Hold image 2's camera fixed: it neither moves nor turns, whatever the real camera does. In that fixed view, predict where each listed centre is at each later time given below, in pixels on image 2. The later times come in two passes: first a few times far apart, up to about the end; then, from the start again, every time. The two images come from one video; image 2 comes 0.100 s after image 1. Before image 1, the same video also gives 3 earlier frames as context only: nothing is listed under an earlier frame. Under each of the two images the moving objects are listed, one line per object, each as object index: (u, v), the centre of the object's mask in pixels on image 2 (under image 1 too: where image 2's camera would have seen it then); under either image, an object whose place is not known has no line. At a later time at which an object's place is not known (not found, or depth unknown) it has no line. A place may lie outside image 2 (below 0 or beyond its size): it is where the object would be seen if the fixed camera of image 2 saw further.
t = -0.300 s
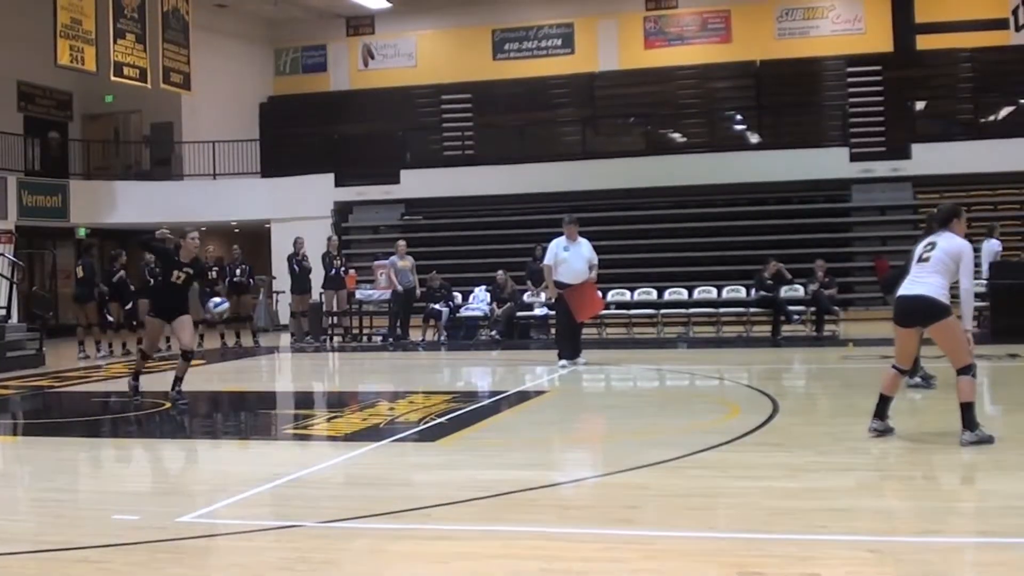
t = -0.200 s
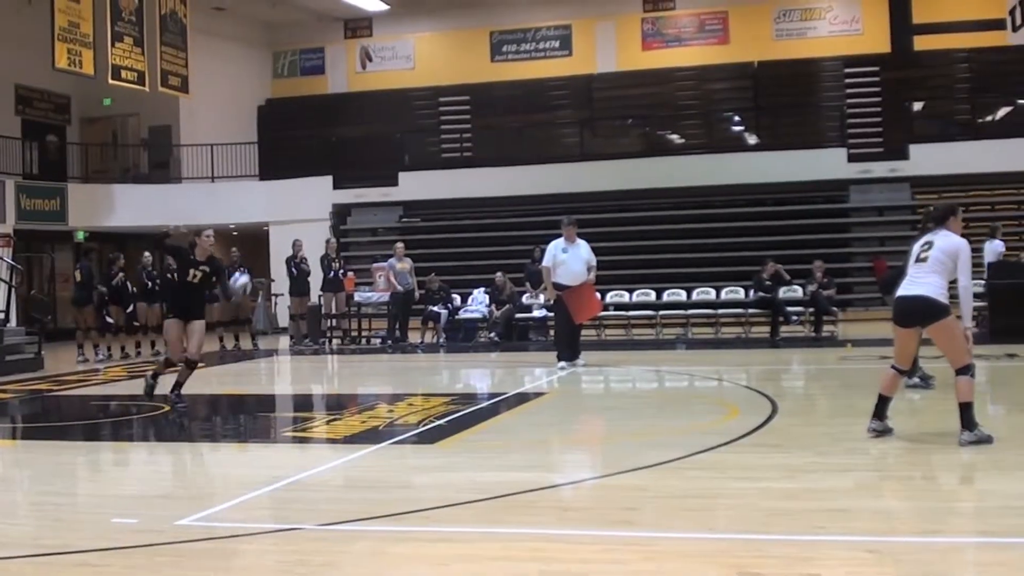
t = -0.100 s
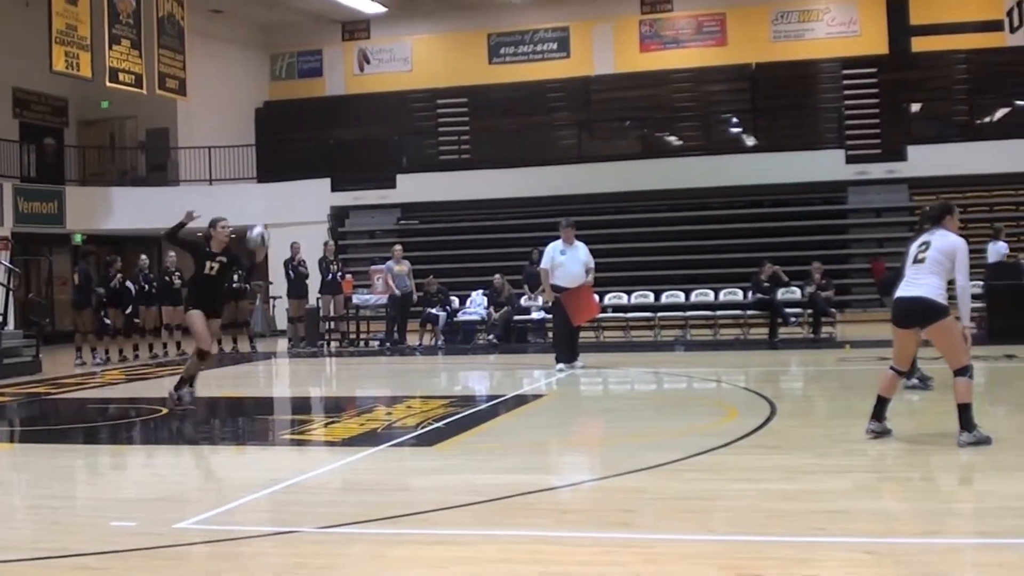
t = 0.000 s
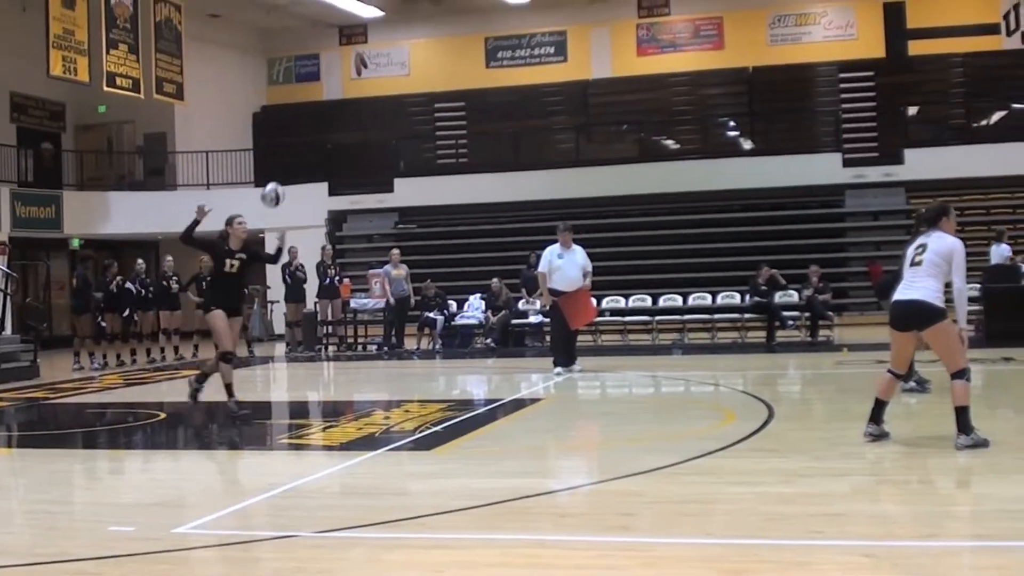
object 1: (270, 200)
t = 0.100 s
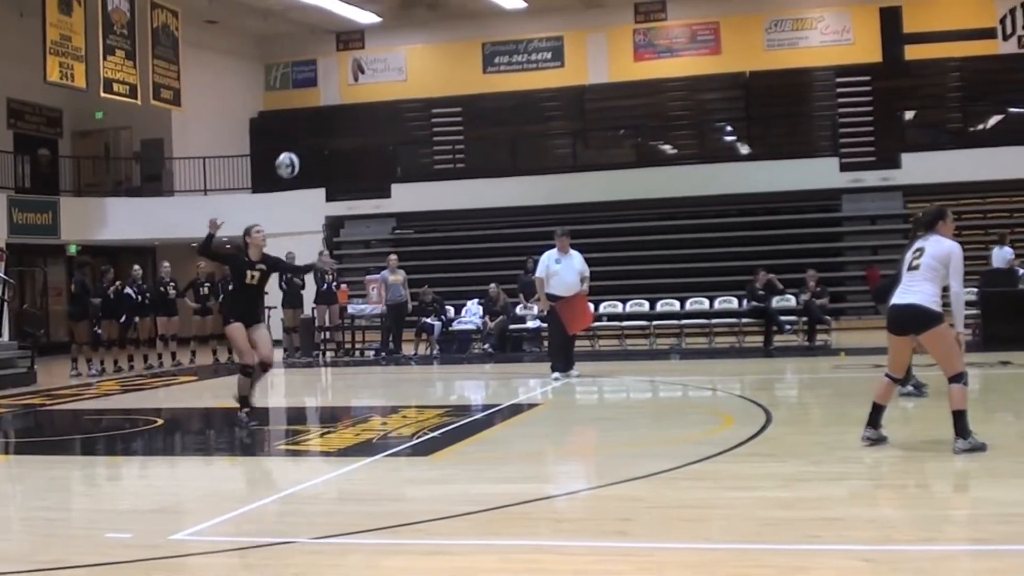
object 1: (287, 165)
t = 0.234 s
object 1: (310, 134)
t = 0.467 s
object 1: (355, 126)
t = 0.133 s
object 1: (293, 155)
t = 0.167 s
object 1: (299, 147)
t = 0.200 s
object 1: (304, 140)
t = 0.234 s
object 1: (310, 134)
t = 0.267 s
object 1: (316, 129)
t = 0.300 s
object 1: (322, 126)
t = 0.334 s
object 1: (328, 123)
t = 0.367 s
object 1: (335, 122)
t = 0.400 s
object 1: (341, 122)
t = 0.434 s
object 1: (348, 123)
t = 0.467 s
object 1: (355, 126)
